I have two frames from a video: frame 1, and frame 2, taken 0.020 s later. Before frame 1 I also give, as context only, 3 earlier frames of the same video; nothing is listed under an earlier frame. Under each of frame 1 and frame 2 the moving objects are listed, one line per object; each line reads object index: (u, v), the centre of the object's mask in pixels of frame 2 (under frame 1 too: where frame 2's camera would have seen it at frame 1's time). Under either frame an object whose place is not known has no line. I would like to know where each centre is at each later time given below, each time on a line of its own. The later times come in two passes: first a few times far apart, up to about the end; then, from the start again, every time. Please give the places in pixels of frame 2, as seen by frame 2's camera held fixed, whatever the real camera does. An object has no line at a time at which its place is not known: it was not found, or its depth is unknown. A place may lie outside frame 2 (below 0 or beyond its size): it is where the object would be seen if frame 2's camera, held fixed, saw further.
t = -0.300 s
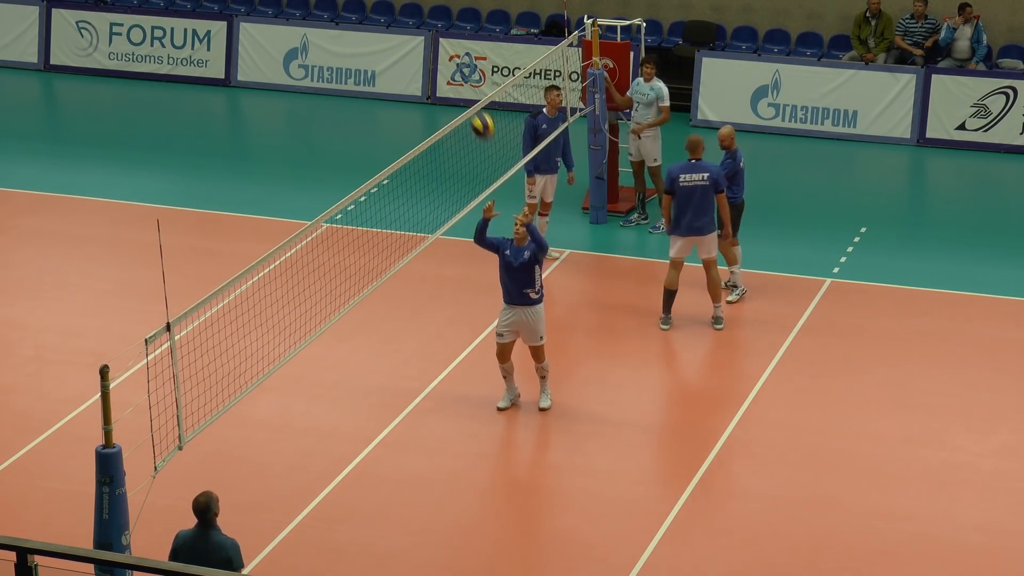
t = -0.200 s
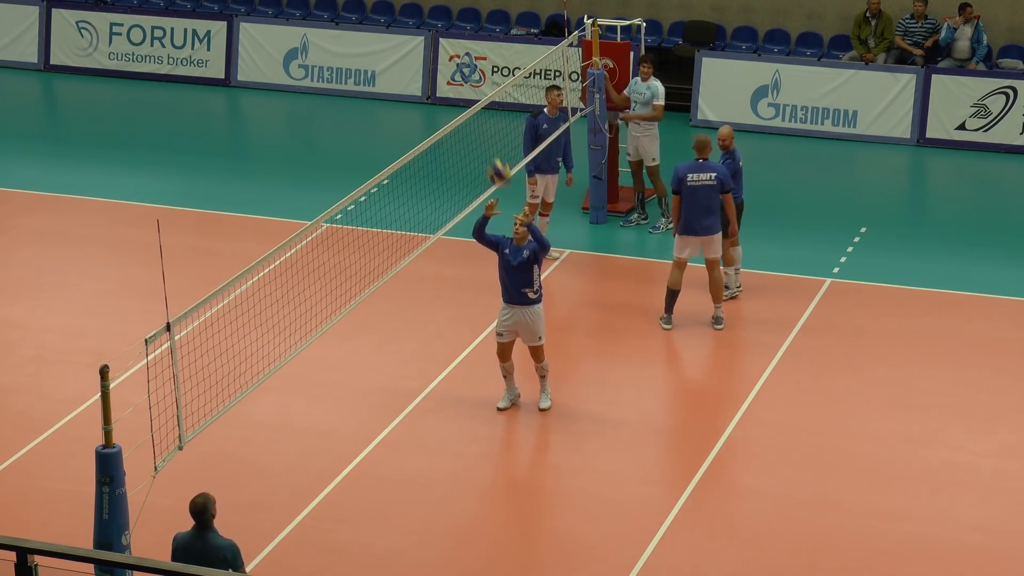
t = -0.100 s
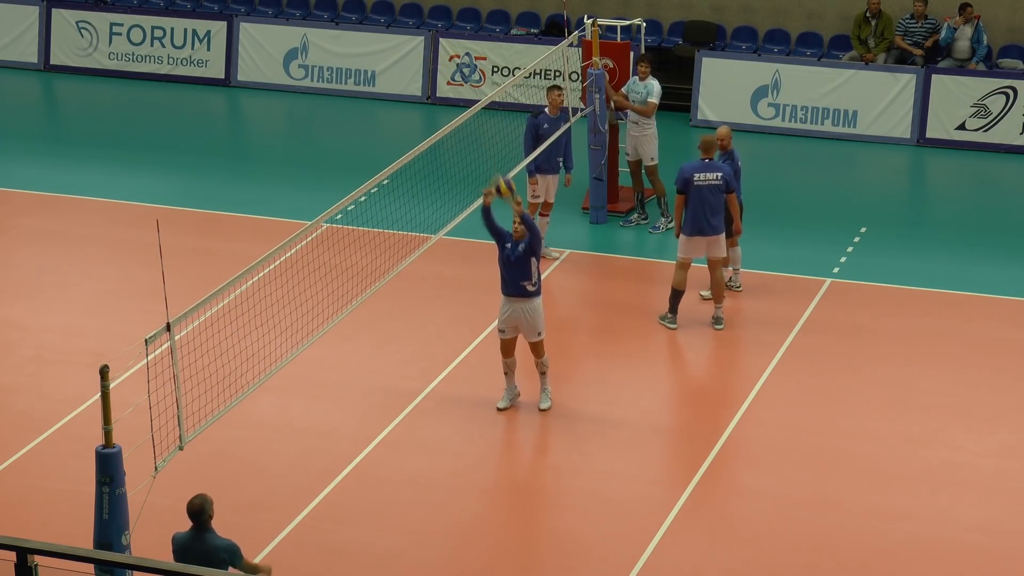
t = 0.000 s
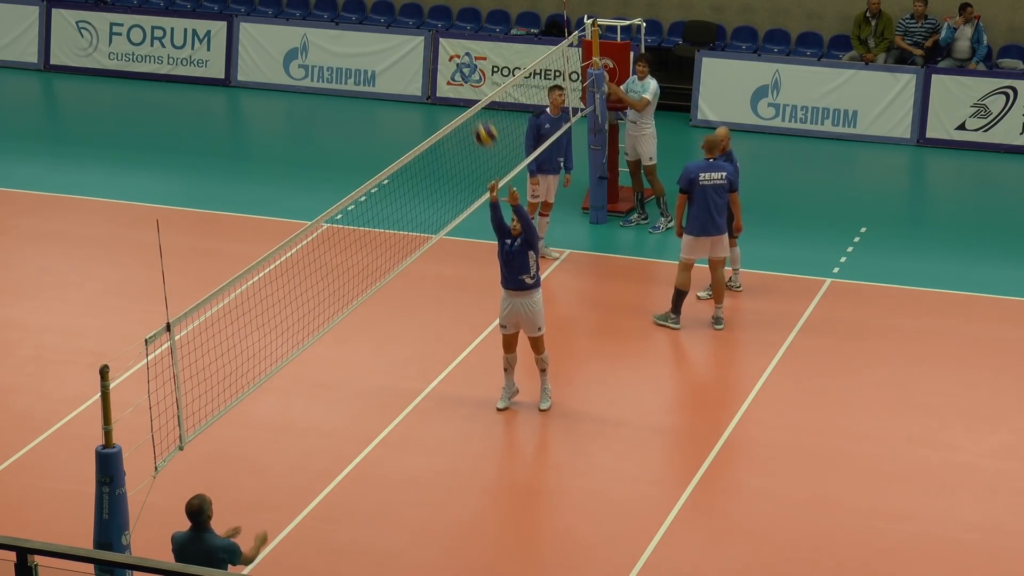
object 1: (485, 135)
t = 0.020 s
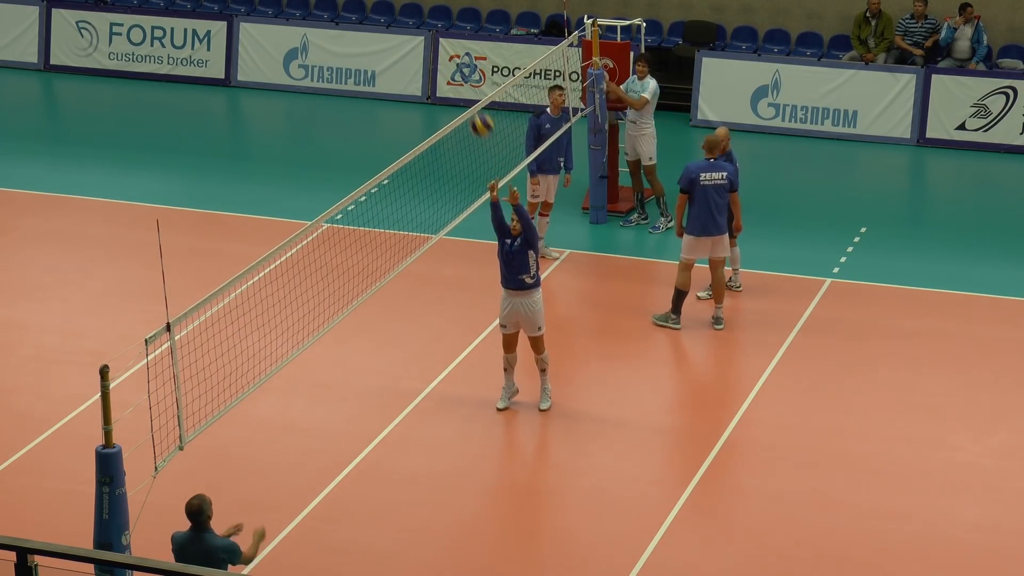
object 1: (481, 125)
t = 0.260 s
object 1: (435, 35)
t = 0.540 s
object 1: (377, 13)
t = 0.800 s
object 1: (320, 79)
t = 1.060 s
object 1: (267, 240)
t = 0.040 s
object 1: (477, 115)
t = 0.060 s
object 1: (474, 106)
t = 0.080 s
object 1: (469, 96)
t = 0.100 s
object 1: (466, 89)
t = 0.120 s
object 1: (461, 80)
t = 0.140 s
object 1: (458, 72)
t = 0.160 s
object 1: (454, 66)
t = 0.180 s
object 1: (450, 60)
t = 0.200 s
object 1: (447, 53)
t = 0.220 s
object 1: (442, 46)
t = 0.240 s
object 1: (439, 41)
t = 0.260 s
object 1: (435, 35)
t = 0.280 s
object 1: (430, 31)
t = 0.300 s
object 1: (427, 27)
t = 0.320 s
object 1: (423, 23)
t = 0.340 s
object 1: (419, 20)
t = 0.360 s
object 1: (414, 17)
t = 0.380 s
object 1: (410, 14)
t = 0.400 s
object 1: (406, 13)
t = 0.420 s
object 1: (402, 12)
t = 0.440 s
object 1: (398, 11)
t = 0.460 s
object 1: (393, 11)
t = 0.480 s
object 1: (389, 11)
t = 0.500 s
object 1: (386, 11)
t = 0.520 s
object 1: (381, 12)
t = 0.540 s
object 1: (377, 13)
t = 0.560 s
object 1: (372, 14)
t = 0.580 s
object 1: (368, 16)
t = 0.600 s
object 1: (364, 19)
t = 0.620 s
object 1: (359, 22)
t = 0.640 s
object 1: (355, 27)
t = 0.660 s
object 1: (351, 31)
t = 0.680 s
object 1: (346, 36)
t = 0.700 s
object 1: (341, 42)
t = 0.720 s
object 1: (337, 48)
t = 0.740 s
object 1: (333, 55)
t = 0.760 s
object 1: (328, 62)
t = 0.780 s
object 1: (324, 71)
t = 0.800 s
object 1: (320, 79)
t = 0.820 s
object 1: (317, 88)
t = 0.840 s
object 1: (312, 97)
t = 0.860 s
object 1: (308, 107)
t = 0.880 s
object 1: (304, 118)
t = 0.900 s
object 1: (300, 129)
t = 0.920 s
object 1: (296, 141)
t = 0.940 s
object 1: (292, 153)
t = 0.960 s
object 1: (288, 167)
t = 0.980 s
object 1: (284, 180)
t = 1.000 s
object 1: (280, 193)
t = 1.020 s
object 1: (275, 207)
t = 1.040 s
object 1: (271, 223)
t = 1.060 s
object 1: (267, 240)
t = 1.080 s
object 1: (264, 255)
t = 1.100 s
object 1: (260, 272)
